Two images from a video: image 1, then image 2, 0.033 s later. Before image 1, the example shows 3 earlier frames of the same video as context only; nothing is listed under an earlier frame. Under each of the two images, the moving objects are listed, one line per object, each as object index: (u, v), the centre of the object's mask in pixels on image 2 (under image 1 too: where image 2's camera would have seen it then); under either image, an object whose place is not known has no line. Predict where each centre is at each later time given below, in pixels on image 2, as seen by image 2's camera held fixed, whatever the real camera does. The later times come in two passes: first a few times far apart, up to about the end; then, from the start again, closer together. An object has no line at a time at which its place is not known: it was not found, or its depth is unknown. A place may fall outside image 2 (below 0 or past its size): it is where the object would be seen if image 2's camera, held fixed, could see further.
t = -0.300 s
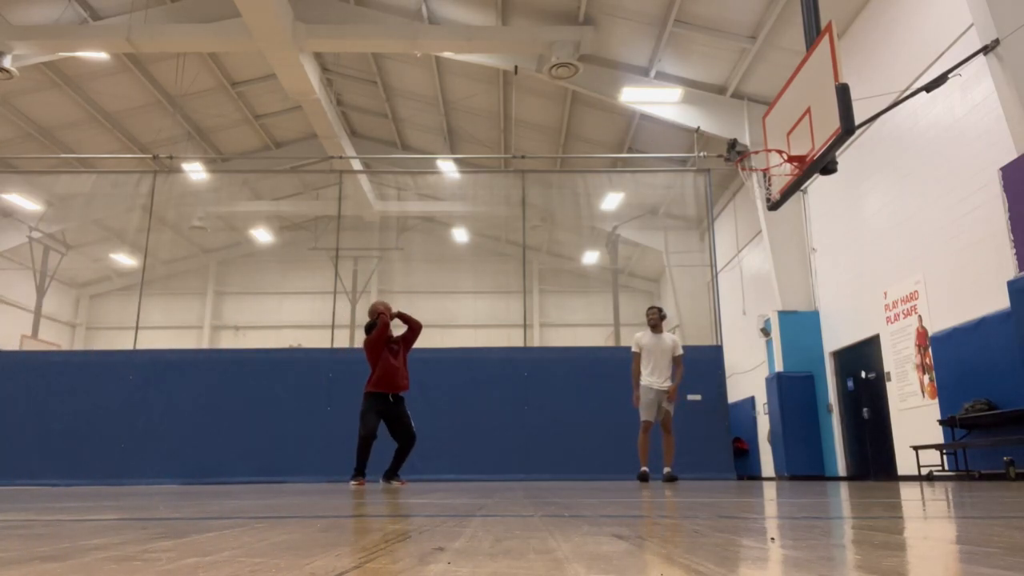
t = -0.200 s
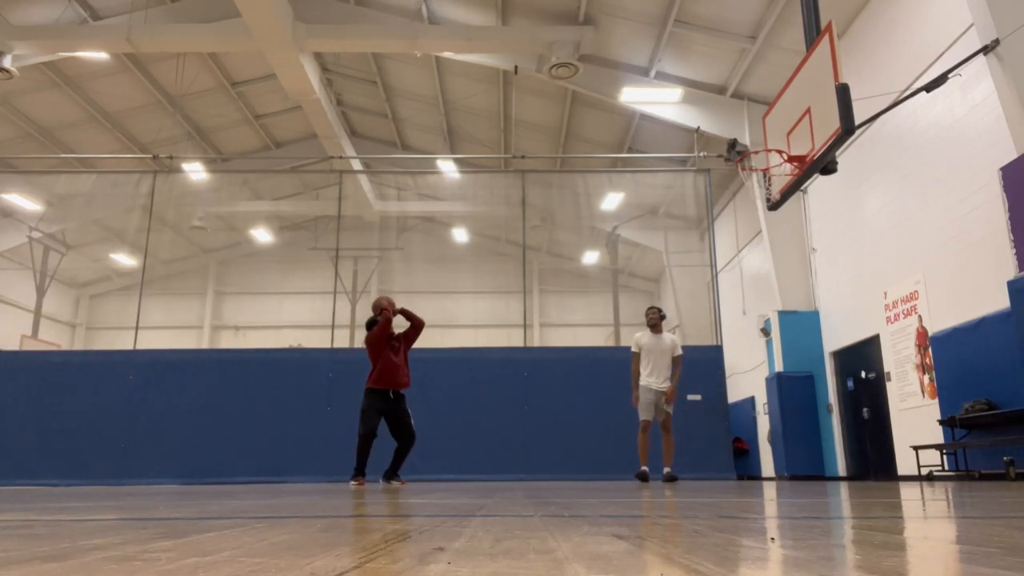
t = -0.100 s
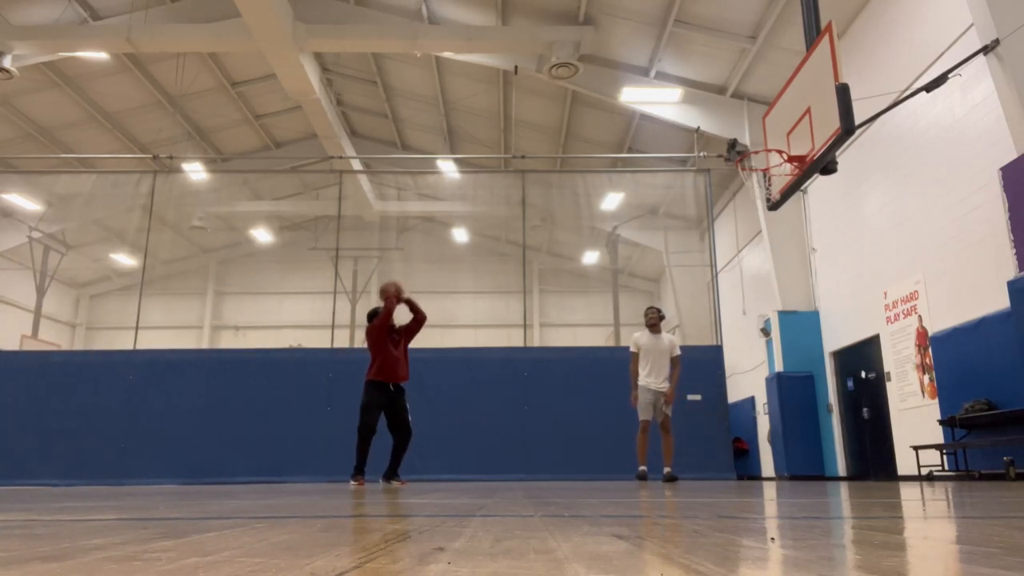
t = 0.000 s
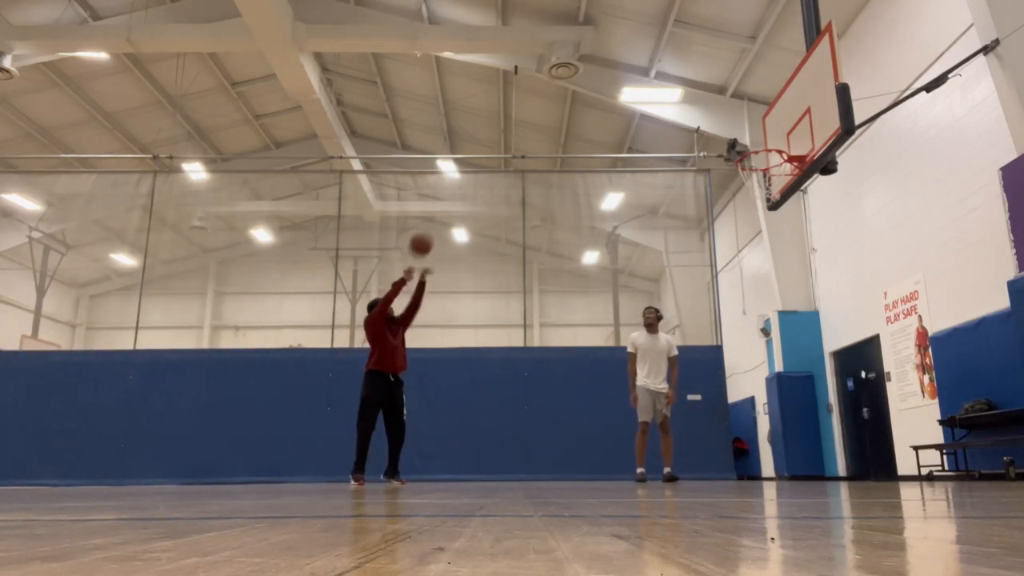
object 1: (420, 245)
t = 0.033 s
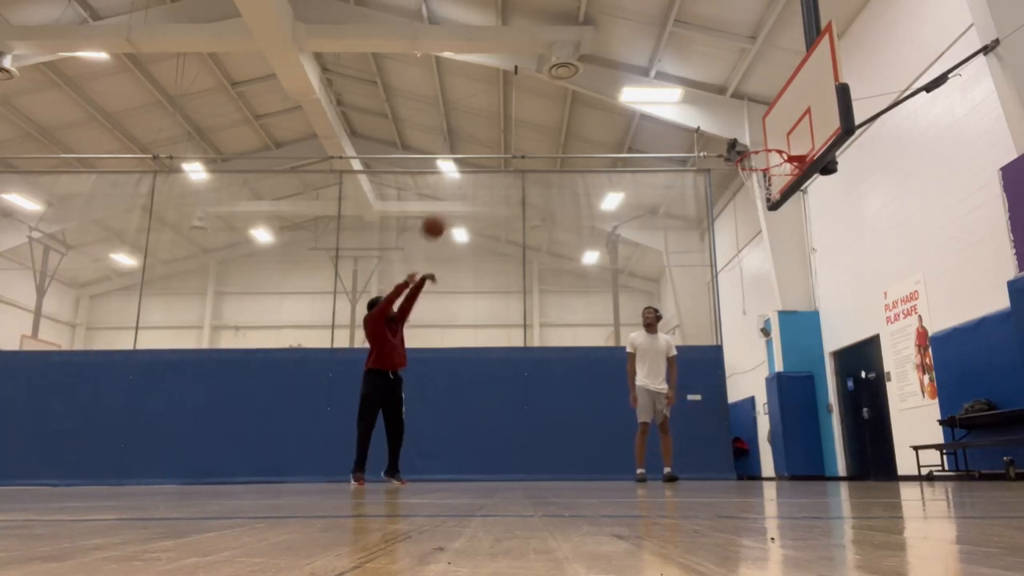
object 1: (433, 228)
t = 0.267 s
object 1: (517, 138)
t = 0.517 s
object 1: (603, 100)
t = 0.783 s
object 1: (696, 119)
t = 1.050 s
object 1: (779, 146)
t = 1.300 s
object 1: (794, 105)
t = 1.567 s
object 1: (818, 125)
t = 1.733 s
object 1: (839, 180)
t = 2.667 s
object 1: (1000, 151)
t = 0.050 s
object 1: (439, 218)
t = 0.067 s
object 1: (445, 211)
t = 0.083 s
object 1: (452, 203)
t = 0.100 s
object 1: (458, 196)
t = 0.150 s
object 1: (476, 175)
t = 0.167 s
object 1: (482, 170)
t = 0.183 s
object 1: (488, 163)
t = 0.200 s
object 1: (493, 158)
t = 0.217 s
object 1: (499, 153)
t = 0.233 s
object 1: (505, 148)
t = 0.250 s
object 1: (511, 143)
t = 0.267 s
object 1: (517, 138)
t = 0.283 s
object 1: (523, 134)
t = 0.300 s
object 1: (529, 130)
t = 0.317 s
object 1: (535, 126)
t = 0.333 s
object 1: (541, 122)
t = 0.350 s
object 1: (546, 119)
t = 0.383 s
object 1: (558, 114)
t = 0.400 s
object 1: (563, 111)
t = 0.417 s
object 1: (569, 109)
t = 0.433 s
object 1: (574, 107)
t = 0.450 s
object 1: (580, 105)
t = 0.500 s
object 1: (598, 101)
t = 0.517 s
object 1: (603, 100)
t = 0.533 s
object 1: (608, 99)
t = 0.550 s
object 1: (613, 99)
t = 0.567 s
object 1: (618, 99)
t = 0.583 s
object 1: (624, 99)
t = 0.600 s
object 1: (630, 100)
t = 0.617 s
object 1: (637, 100)
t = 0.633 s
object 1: (642, 101)
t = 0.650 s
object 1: (649, 102)
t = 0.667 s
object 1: (654, 104)
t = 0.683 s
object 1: (660, 105)
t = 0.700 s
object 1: (666, 107)
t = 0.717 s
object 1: (672, 109)
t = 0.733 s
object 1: (678, 110)
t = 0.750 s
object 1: (684, 113)
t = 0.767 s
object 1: (690, 115)
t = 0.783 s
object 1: (696, 119)
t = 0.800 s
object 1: (702, 122)
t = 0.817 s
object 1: (707, 125)
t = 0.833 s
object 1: (713, 129)
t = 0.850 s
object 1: (719, 133)
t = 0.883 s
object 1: (731, 141)
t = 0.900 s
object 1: (737, 146)
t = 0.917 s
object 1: (743, 148)
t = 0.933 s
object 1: (749, 156)
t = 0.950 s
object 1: (755, 159)
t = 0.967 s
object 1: (760, 156)
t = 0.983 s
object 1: (764, 154)
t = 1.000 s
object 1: (769, 153)
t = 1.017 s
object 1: (774, 152)
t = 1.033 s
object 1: (778, 150)
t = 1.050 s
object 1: (779, 146)
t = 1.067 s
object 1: (779, 142)
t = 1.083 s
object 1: (780, 137)
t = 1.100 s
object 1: (781, 133)
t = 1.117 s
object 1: (782, 129)
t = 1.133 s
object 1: (783, 126)
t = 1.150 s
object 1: (784, 123)
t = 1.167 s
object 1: (785, 120)
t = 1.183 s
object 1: (786, 117)
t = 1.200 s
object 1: (787, 115)
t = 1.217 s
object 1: (788, 112)
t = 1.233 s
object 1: (789, 110)
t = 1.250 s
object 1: (790, 108)
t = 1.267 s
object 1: (791, 107)
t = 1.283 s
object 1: (793, 105)
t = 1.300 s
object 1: (794, 105)
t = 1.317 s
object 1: (795, 104)
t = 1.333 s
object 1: (796, 104)
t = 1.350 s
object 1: (797, 103)
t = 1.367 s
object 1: (799, 103)
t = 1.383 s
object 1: (800, 103)
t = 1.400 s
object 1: (801, 104)
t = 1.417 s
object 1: (803, 105)
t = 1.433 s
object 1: (804, 106)
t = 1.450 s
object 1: (806, 107)
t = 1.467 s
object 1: (807, 109)
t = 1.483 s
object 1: (809, 111)
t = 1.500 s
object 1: (810, 114)
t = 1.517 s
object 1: (812, 116)
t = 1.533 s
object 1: (814, 119)
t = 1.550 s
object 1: (815, 121)
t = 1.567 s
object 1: (818, 125)
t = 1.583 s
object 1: (819, 129)
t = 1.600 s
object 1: (821, 133)
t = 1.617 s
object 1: (823, 138)
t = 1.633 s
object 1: (825, 143)
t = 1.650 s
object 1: (828, 148)
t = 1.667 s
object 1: (830, 154)
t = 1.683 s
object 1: (832, 161)
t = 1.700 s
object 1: (834, 166)
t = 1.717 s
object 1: (836, 173)
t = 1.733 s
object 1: (839, 180)
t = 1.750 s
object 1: (841, 188)
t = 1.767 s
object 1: (843, 195)
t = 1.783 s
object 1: (846, 204)
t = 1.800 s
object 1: (848, 212)
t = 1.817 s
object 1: (851, 221)
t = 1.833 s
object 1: (854, 231)
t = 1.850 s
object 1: (856, 241)
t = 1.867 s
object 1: (859, 252)
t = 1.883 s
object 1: (862, 262)
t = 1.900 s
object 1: (866, 274)
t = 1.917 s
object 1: (869, 286)
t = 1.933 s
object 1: (872, 299)
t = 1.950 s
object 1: (875, 312)
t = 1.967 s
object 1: (879, 325)
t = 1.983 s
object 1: (883, 340)
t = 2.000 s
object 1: (886, 356)
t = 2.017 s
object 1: (889, 370)
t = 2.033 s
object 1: (894, 386)
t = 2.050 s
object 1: (898, 403)
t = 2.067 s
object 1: (903, 420)
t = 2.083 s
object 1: (907, 438)
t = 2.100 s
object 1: (911, 457)
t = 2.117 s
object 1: (915, 464)
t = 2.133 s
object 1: (916, 446)
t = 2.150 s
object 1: (918, 431)
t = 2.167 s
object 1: (919, 416)
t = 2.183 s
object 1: (921, 403)
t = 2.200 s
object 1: (923, 389)
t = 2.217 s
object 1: (925, 374)
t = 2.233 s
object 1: (927, 360)
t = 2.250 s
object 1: (929, 349)
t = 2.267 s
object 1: (931, 335)
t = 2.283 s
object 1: (932, 325)
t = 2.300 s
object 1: (935, 311)
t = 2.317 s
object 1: (937, 300)
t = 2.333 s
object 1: (939, 289)
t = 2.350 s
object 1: (942, 279)
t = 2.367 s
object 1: (944, 269)
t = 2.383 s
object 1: (946, 259)
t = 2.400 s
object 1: (949, 249)
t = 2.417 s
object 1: (952, 240)
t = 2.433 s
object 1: (954, 232)
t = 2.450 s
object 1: (957, 223)
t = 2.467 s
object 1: (960, 216)
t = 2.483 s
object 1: (963, 208)
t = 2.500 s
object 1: (966, 201)
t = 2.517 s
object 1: (969, 195)
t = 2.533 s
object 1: (972, 188)
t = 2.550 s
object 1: (976, 182)
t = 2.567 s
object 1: (979, 177)
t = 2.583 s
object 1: (982, 172)
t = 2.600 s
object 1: (985, 167)
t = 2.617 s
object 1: (988, 162)
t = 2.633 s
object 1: (992, 158)
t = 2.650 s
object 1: (995, 154)
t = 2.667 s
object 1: (1000, 151)
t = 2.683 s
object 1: (1003, 148)
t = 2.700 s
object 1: (1006, 145)
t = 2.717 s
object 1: (1008, 143)
